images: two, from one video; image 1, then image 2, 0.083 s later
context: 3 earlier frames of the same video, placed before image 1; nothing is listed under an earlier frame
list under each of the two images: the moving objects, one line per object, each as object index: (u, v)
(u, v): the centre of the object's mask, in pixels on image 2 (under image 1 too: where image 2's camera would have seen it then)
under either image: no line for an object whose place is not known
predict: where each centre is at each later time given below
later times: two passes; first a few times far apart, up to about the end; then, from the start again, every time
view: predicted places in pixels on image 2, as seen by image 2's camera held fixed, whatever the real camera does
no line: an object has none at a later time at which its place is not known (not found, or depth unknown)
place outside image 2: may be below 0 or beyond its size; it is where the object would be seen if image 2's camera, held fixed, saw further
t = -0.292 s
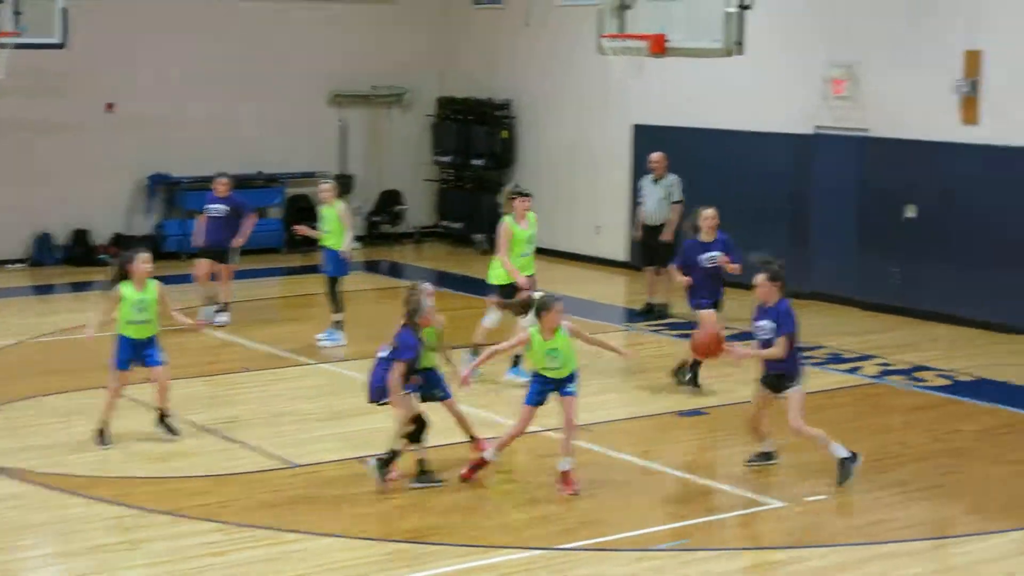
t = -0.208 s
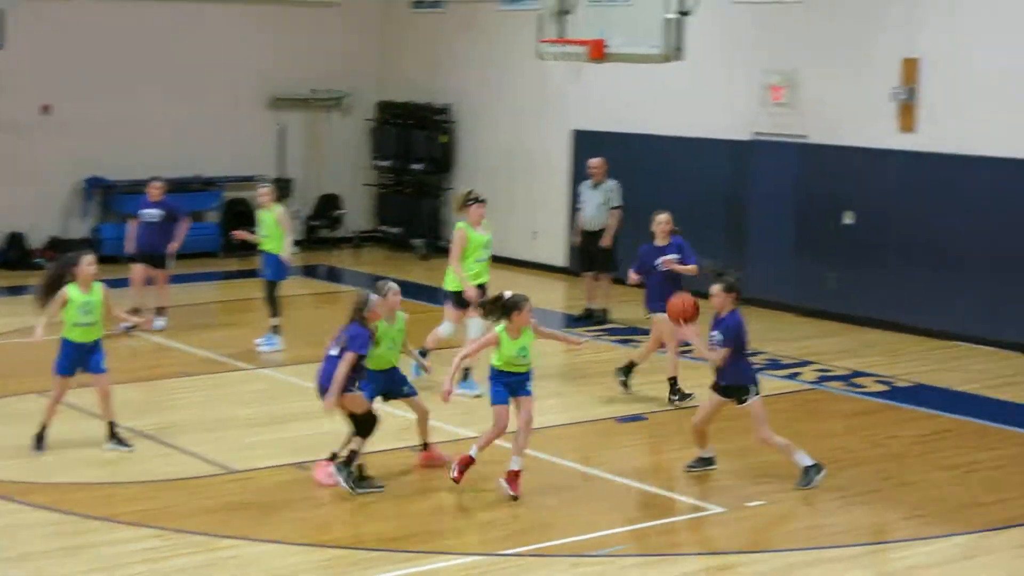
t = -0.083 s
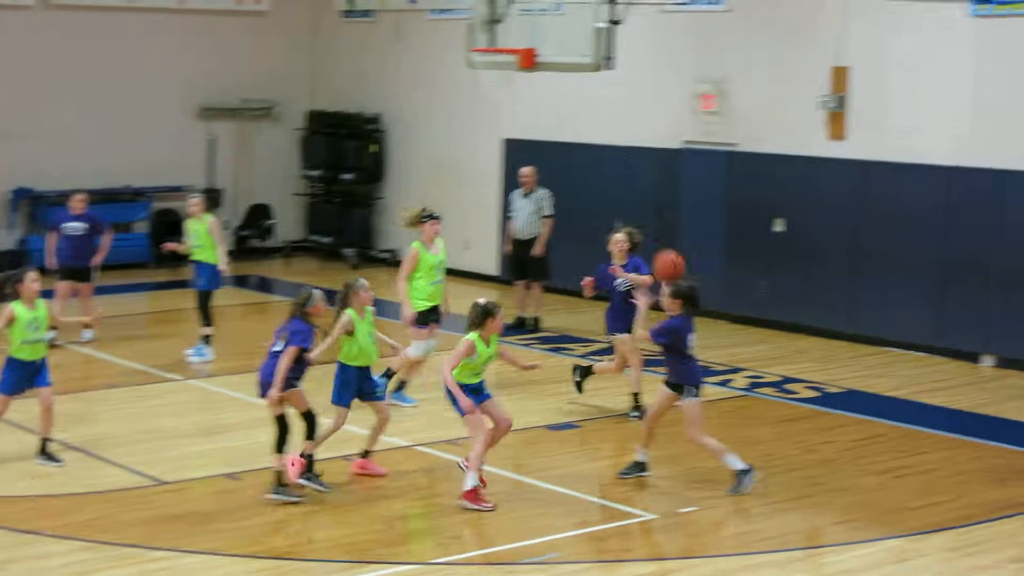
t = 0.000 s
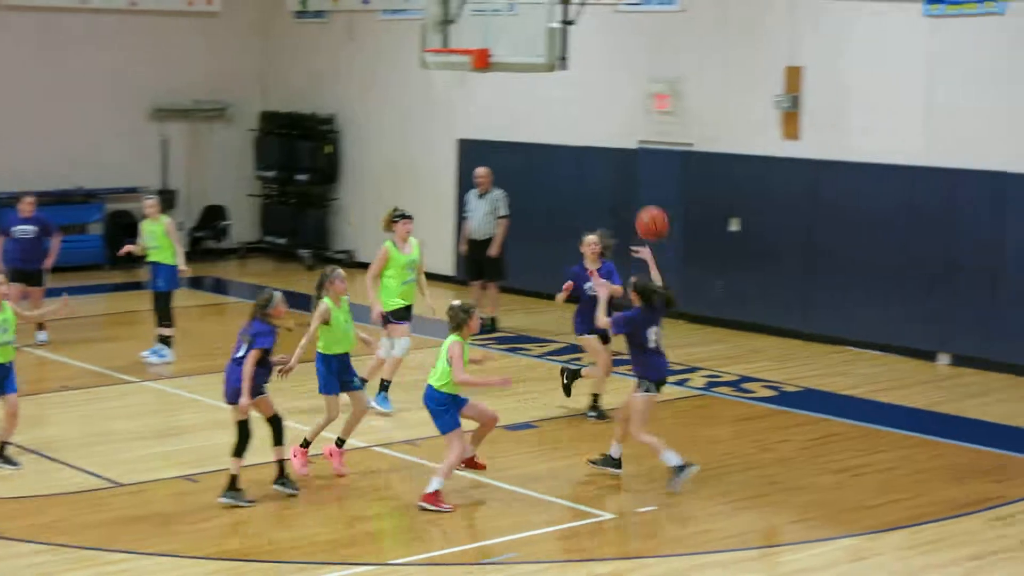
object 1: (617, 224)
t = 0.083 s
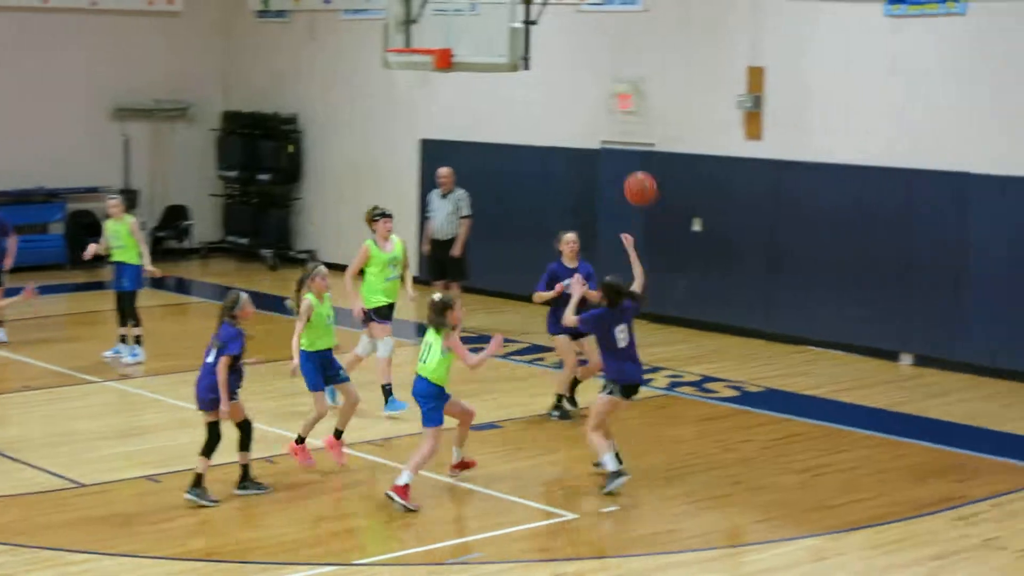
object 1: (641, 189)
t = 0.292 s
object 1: (701, 142)
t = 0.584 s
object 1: (781, 176)
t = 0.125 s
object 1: (652, 175)
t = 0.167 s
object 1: (664, 164)
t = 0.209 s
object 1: (675, 154)
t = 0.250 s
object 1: (688, 148)
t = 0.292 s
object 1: (701, 142)
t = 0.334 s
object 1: (713, 140)
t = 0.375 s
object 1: (725, 140)
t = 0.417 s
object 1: (737, 143)
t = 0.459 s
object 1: (748, 149)
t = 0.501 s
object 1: (759, 155)
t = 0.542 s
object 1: (770, 165)
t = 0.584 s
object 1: (781, 176)
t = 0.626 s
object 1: (792, 190)
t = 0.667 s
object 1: (803, 207)
